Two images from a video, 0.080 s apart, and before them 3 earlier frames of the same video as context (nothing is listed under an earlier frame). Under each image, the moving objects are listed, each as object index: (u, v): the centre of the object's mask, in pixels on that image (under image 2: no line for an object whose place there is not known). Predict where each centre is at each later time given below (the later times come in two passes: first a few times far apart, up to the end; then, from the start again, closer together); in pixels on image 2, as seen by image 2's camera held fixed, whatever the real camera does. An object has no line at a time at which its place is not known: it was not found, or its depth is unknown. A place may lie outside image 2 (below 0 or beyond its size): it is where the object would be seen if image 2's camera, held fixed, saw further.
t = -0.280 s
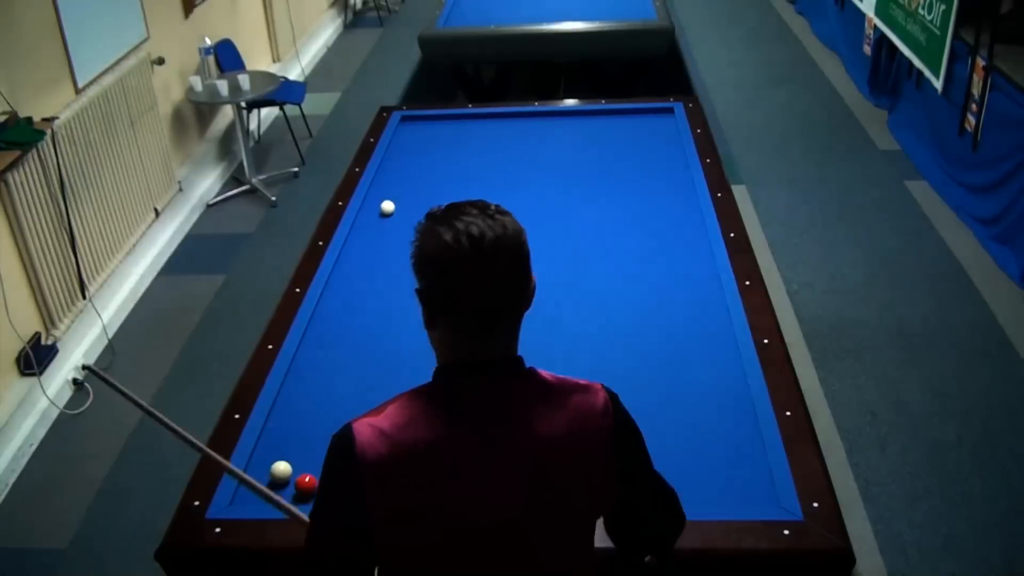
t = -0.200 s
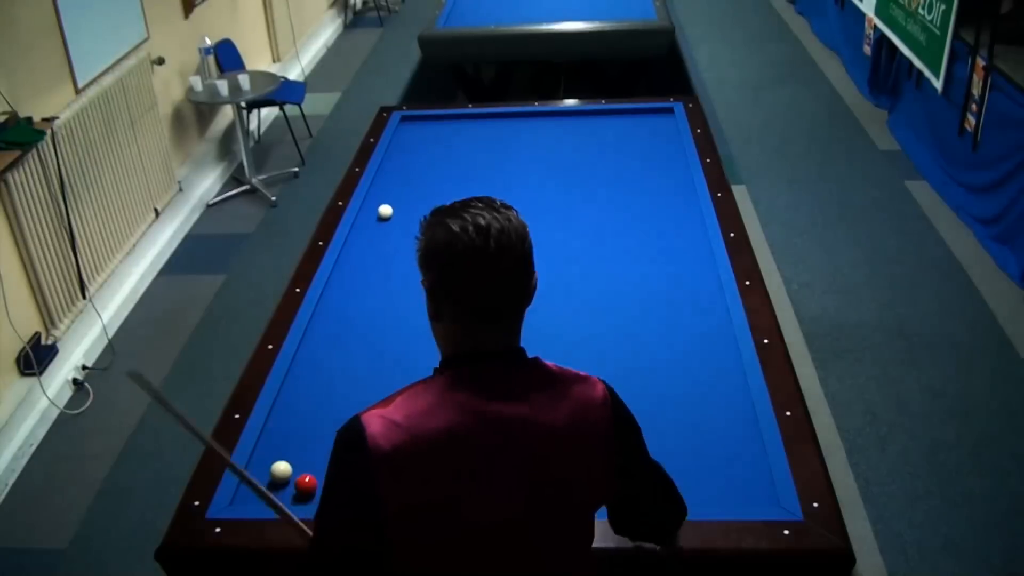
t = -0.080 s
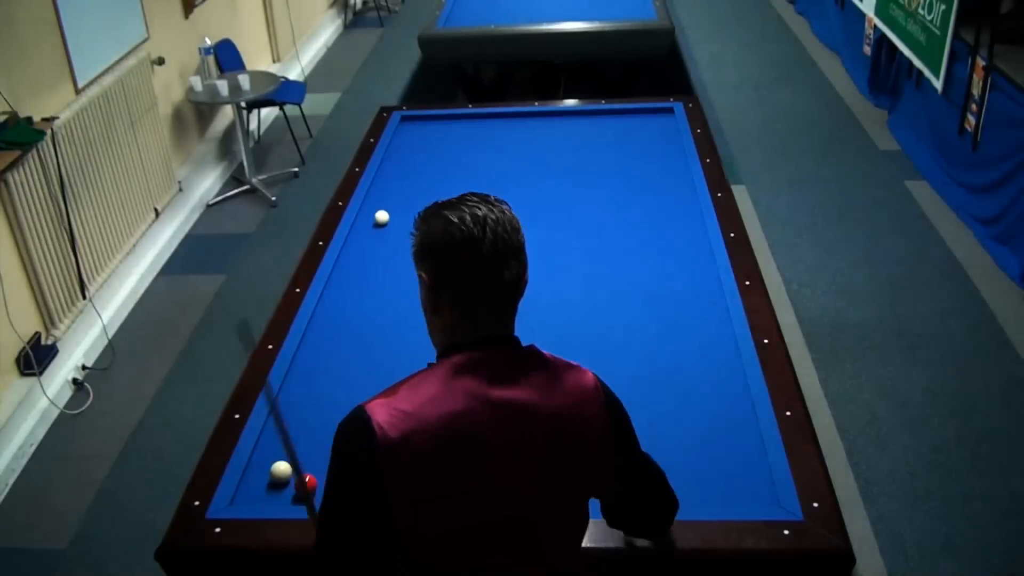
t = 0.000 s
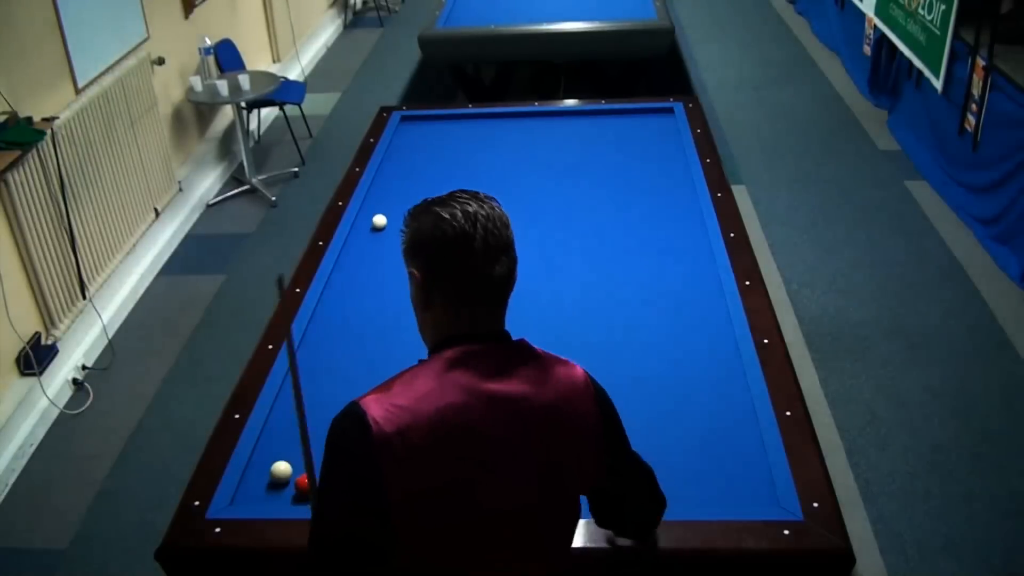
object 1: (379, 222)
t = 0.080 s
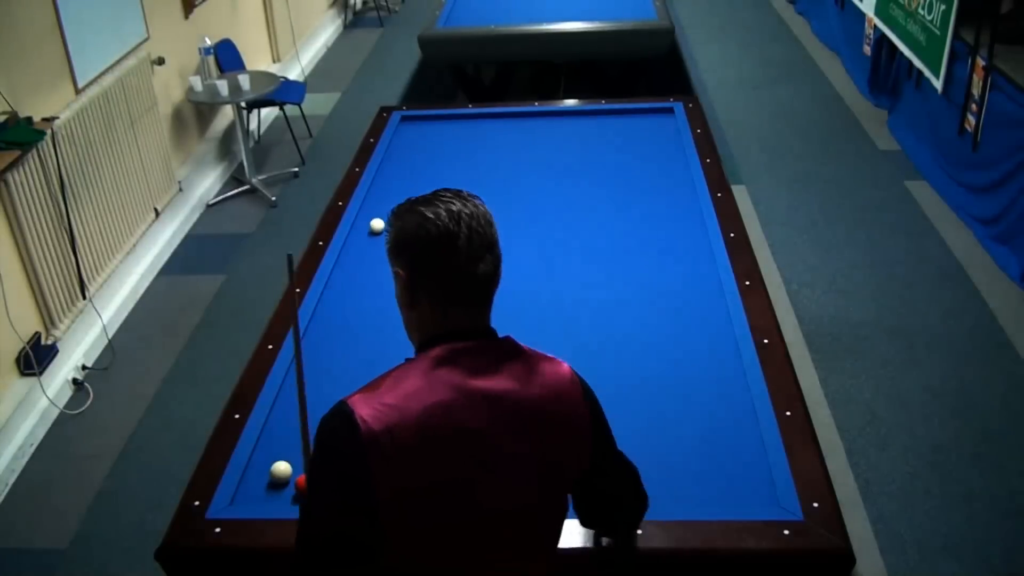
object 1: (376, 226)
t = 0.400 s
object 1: (367, 243)
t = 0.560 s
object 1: (362, 251)
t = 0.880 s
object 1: (353, 268)
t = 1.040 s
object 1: (348, 278)
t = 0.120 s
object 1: (373, 228)
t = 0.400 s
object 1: (367, 243)
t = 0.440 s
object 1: (366, 245)
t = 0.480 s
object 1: (365, 247)
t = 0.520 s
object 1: (363, 249)
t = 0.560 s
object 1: (362, 251)
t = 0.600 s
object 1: (361, 253)
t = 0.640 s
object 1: (360, 256)
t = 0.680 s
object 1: (359, 258)
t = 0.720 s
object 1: (357, 260)
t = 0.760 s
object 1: (356, 262)
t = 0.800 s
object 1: (355, 264)
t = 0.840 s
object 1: (354, 266)
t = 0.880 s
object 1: (353, 268)
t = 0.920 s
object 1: (352, 271)
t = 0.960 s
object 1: (350, 273)
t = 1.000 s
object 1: (349, 275)
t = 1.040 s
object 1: (348, 278)
